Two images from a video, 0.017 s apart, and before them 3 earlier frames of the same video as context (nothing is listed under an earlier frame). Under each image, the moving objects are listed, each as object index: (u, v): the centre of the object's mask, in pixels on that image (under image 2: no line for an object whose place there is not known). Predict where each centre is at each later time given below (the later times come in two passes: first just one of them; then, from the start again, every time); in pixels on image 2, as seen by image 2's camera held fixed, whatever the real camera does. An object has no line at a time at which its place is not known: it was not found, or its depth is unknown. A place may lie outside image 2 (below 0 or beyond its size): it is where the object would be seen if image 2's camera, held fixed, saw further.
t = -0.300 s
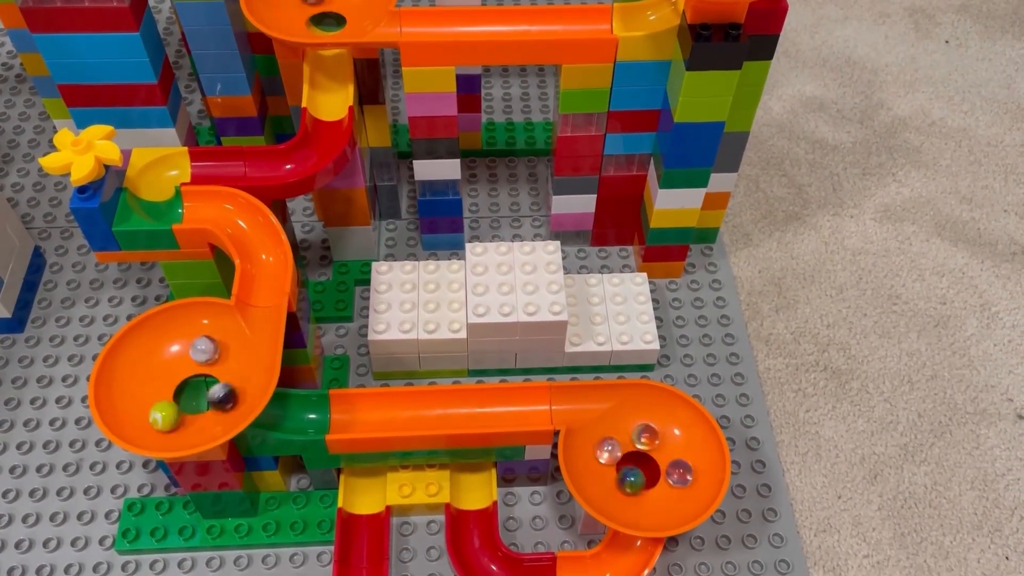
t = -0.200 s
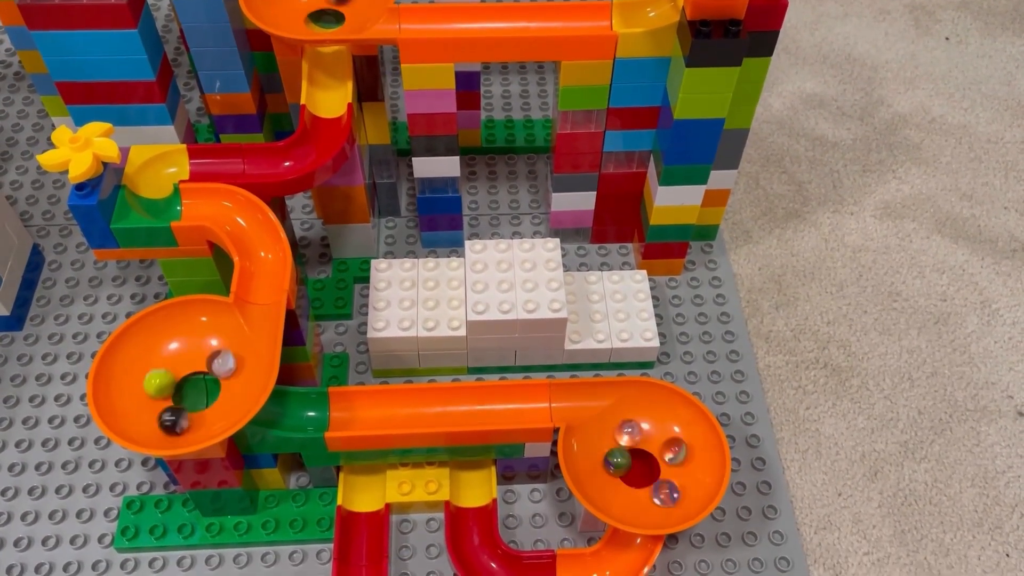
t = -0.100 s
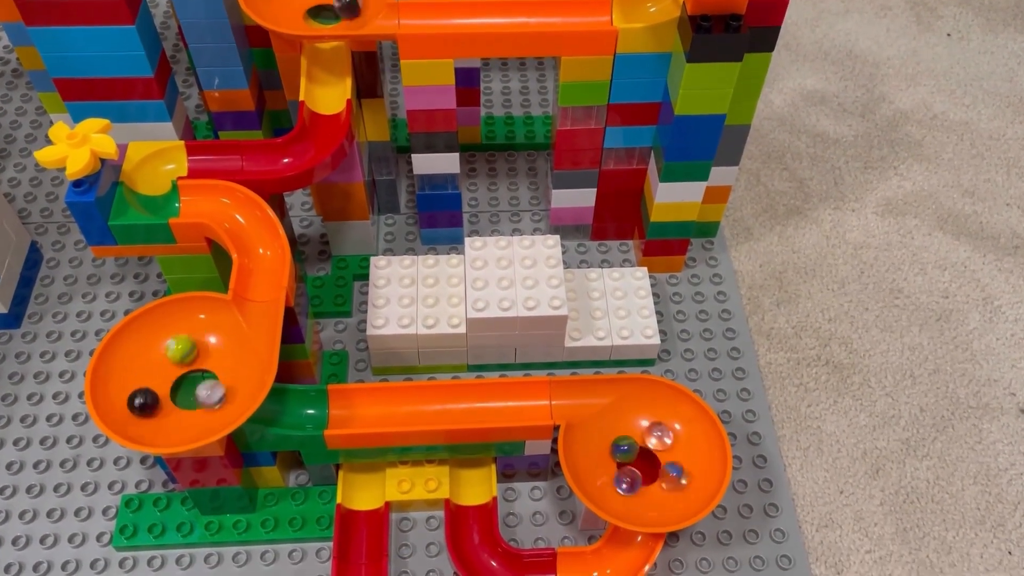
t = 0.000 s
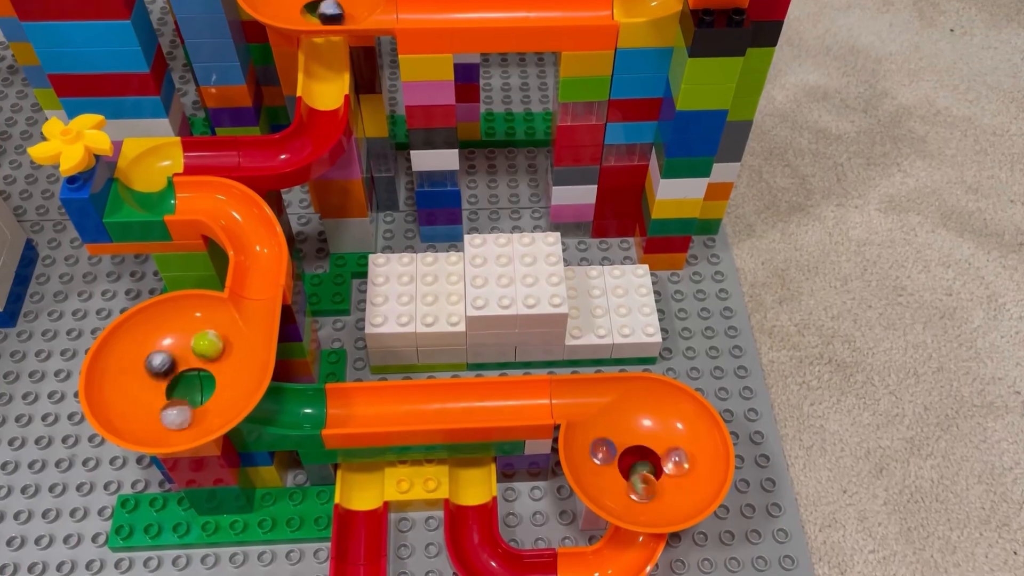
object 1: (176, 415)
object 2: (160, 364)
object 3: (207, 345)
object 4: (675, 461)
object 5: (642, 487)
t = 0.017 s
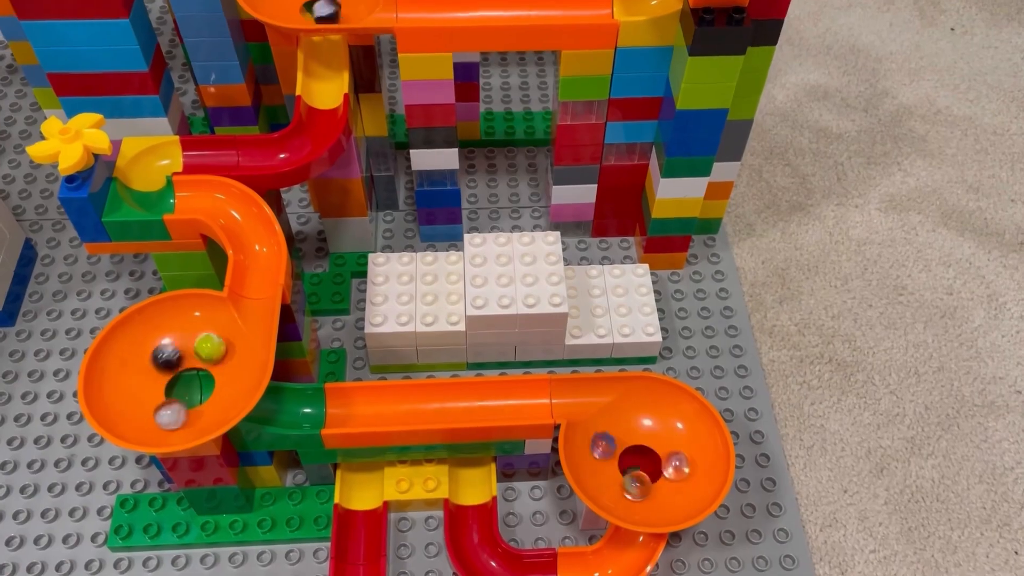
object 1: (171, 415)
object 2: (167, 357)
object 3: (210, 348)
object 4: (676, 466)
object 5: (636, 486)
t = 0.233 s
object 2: (225, 368)
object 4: (626, 479)
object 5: (615, 439)
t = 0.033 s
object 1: (166, 414)
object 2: (173, 352)
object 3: (213, 352)
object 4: (674, 470)
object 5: (631, 484)
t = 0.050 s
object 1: (162, 412)
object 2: (180, 348)
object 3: (215, 356)
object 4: (673, 475)
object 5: (625, 482)
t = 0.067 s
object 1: (159, 409)
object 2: (188, 343)
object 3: (218, 362)
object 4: (670, 478)
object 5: (622, 479)
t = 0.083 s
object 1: (157, 406)
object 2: (196, 341)
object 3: (218, 367)
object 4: (667, 481)
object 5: (615, 476)
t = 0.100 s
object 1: (156, 399)
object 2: (202, 339)
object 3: (218, 373)
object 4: (664, 484)
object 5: (612, 472)
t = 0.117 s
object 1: (156, 395)
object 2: (209, 339)
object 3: (216, 380)
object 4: (660, 486)
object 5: (608, 468)
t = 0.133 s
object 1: (155, 392)
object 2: (214, 340)
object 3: (214, 386)
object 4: (655, 487)
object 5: (607, 464)
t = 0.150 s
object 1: (156, 387)
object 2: (219, 342)
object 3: (211, 392)
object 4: (650, 487)
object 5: (606, 459)
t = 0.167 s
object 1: (158, 382)
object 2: (223, 346)
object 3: (207, 397)
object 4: (645, 487)
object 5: (606, 454)
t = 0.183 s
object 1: (160, 375)
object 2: (226, 351)
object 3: (203, 402)
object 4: (640, 486)
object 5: (607, 450)
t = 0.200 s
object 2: (227, 356)
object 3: (198, 406)
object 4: (635, 484)
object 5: (609, 446)
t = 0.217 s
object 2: (227, 362)
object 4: (630, 482)
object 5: (612, 442)
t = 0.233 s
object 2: (225, 368)
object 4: (626, 479)
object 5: (615, 439)
